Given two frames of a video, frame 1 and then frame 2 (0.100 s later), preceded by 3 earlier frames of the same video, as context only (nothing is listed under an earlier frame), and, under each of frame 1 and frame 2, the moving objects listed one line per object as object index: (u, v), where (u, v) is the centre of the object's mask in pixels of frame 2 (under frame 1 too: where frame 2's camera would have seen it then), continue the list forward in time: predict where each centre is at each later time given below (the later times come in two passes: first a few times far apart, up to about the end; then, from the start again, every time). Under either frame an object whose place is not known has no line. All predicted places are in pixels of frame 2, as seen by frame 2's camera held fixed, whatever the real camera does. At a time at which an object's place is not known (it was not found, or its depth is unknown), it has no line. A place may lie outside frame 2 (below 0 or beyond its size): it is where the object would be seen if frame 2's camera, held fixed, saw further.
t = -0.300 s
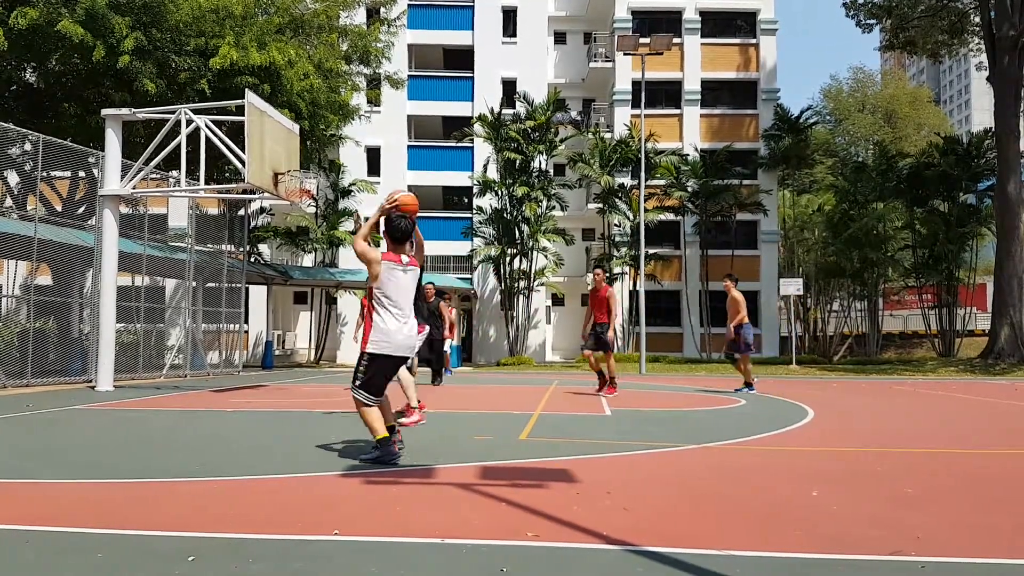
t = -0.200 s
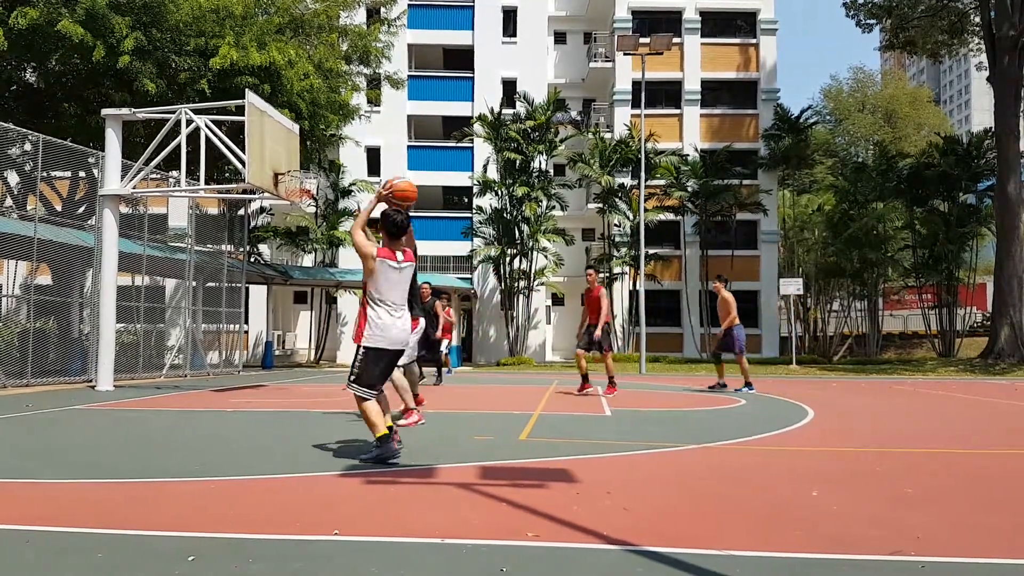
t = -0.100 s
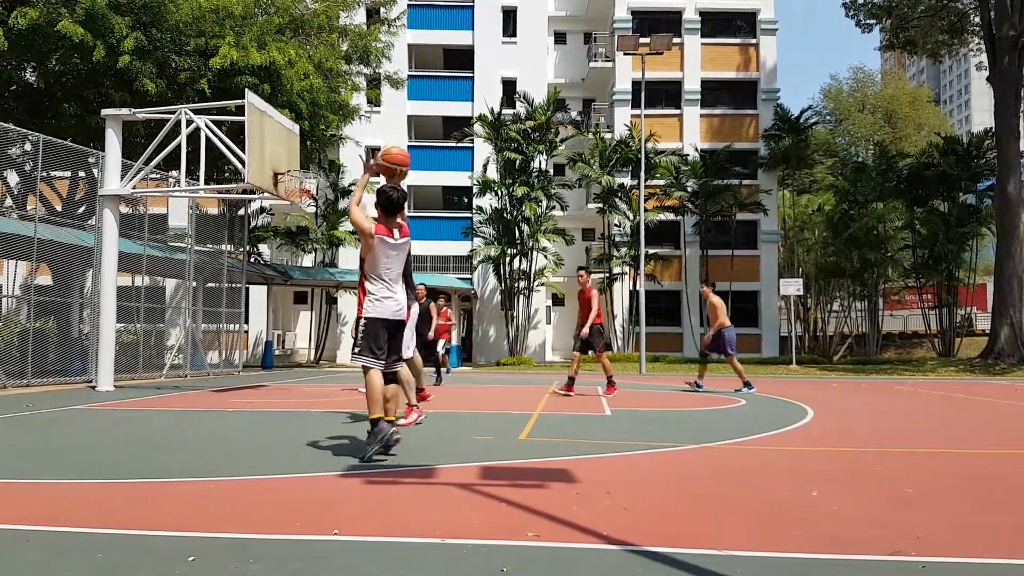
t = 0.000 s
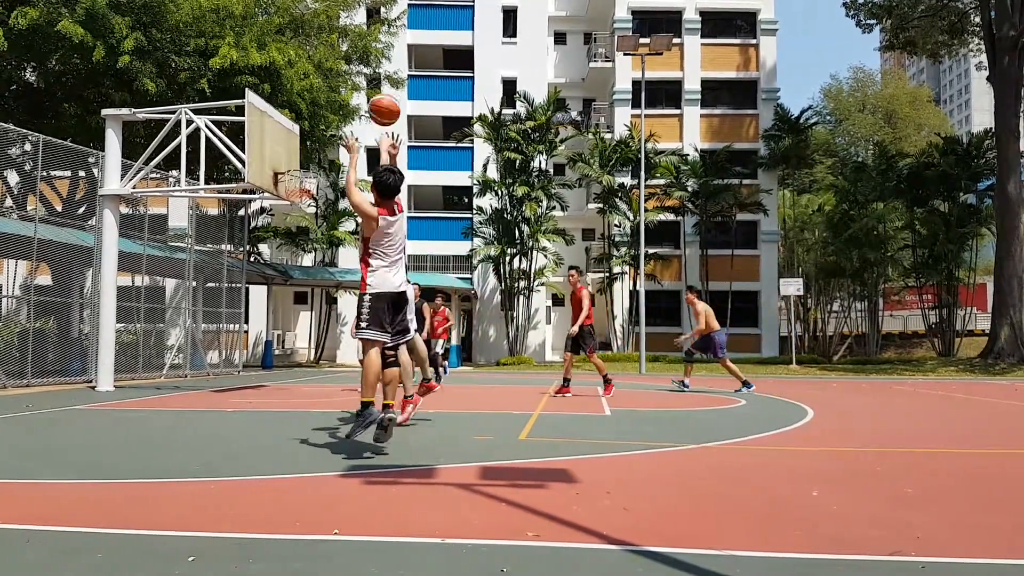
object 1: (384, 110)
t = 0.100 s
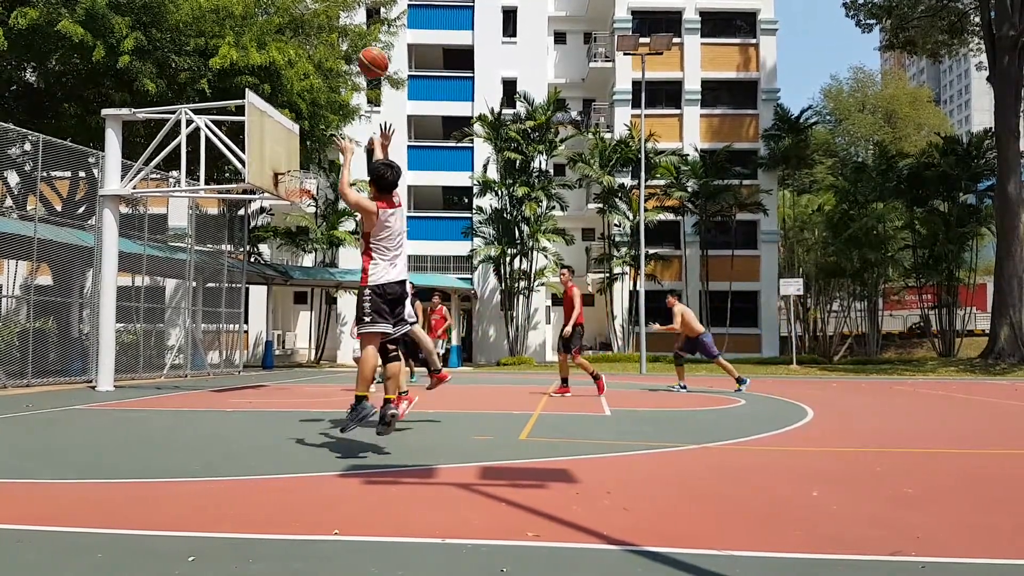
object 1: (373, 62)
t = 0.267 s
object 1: (358, 23)
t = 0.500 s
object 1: (341, 20)
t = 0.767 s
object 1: (326, 70)
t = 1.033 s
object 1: (316, 160)
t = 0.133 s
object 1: (369, 51)
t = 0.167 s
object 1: (367, 41)
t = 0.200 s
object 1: (365, 34)
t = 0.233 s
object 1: (361, 28)
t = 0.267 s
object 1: (358, 23)
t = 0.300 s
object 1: (355, 18)
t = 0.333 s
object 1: (353, 16)
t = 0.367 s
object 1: (350, 15)
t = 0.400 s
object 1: (348, 14)
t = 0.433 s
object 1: (345, 15)
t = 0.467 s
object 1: (343, 17)
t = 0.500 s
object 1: (341, 20)
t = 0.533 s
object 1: (339, 23)
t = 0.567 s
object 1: (337, 28)
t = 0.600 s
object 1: (335, 33)
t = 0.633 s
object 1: (333, 39)
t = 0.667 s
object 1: (332, 46)
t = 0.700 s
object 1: (330, 54)
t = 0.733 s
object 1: (329, 62)
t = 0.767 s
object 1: (326, 70)
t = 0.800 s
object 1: (325, 80)
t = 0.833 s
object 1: (324, 91)
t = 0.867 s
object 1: (323, 101)
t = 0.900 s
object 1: (320, 111)
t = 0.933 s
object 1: (319, 122)
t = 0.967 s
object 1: (318, 135)
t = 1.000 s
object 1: (317, 147)
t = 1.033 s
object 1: (316, 160)
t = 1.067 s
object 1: (315, 172)
